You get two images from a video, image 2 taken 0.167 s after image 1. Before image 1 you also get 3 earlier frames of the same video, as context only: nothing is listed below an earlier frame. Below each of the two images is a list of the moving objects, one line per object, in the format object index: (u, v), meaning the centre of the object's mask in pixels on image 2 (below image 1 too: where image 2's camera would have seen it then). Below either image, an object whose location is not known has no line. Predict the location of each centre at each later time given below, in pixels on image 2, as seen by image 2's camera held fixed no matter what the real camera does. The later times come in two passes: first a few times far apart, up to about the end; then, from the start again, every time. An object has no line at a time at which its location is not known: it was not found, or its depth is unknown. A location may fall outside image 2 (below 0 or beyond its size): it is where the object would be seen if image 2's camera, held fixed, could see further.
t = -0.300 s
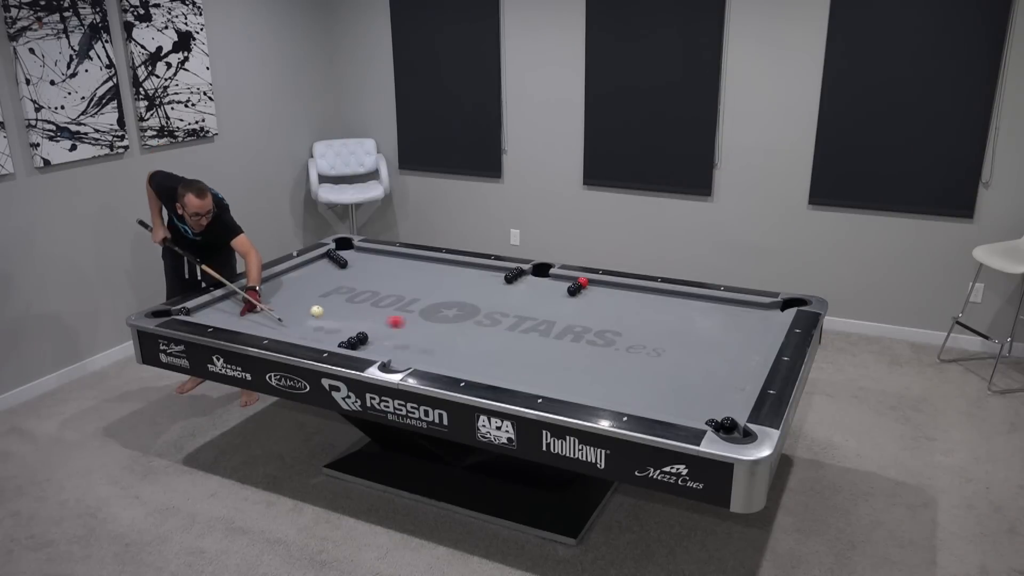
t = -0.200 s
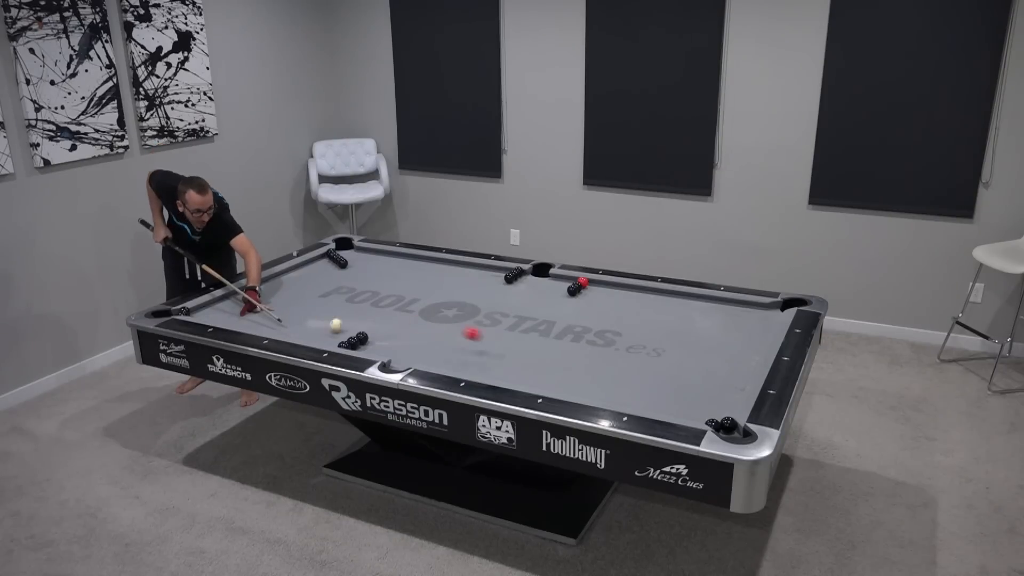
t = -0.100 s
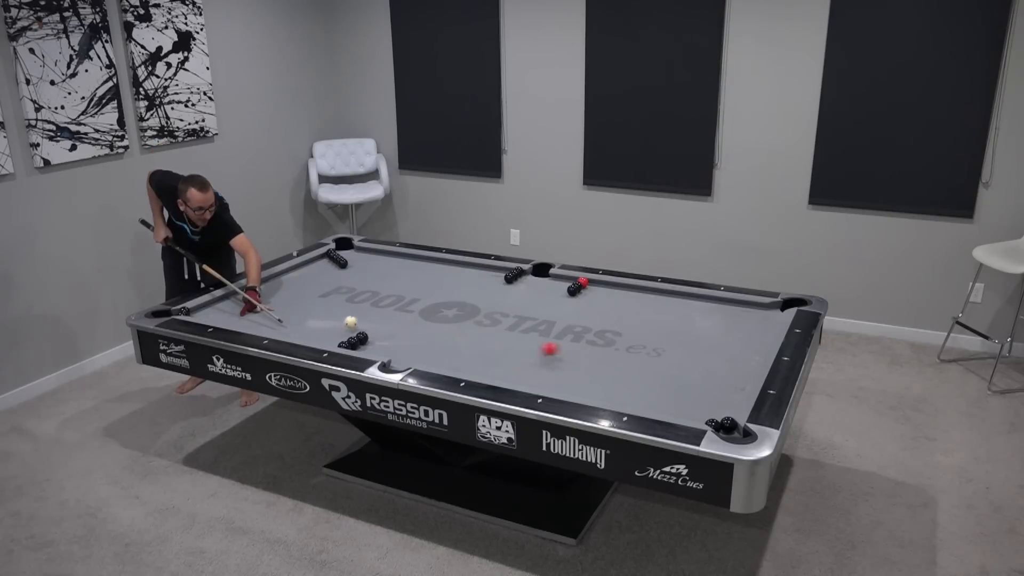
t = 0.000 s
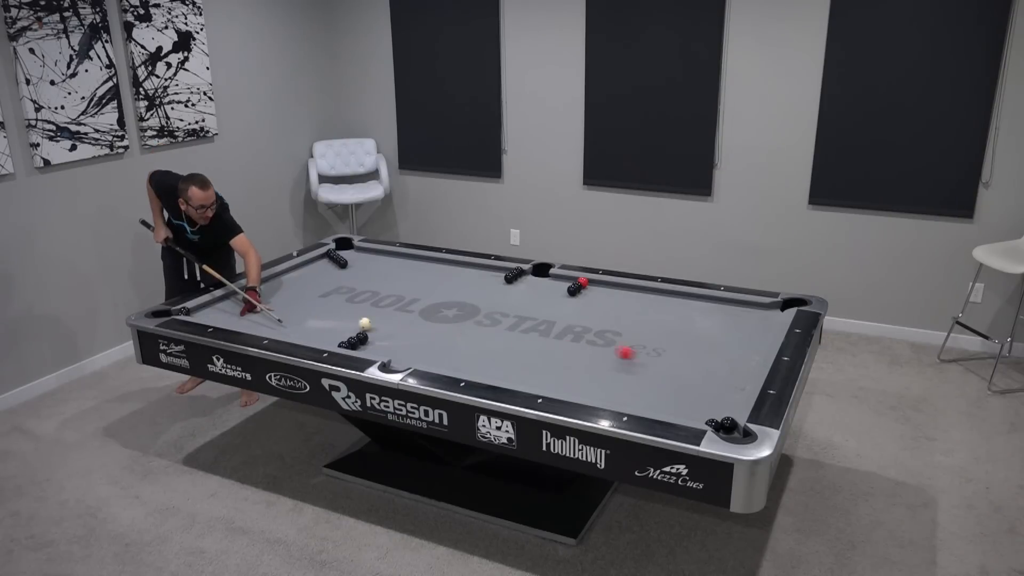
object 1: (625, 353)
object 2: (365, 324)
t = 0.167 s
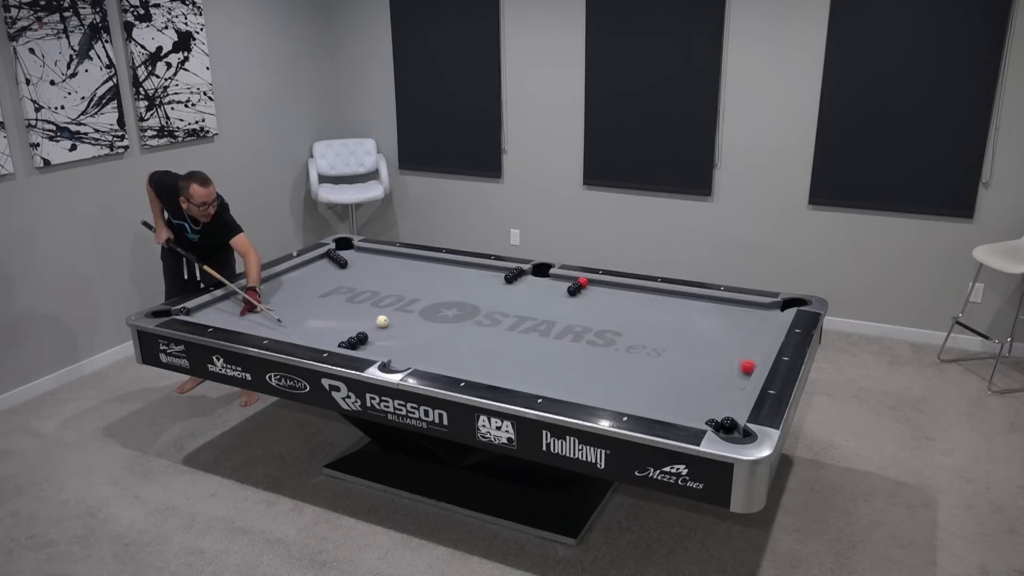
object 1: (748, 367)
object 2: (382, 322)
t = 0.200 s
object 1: (729, 362)
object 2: (385, 321)
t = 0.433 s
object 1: (617, 329)
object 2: (404, 316)
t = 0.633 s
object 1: (551, 309)
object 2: (419, 312)
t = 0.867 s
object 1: (488, 290)
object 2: (436, 307)
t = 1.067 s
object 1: (441, 276)
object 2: (449, 304)
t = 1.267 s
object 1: (399, 264)
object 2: (462, 301)
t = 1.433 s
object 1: (367, 254)
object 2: (472, 298)
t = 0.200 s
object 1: (729, 362)
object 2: (385, 321)
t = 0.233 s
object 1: (710, 357)
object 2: (388, 320)
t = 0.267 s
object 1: (692, 352)
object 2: (391, 319)
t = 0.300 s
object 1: (676, 347)
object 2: (393, 319)
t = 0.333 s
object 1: (660, 342)
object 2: (396, 318)
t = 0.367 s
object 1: (645, 338)
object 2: (399, 317)
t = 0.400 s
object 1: (630, 333)
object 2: (401, 317)
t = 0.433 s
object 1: (617, 329)
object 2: (404, 316)
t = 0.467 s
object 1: (604, 326)
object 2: (407, 315)
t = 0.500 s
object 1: (592, 322)
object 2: (409, 315)
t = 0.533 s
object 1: (581, 319)
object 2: (412, 314)
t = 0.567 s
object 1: (570, 315)
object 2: (415, 313)
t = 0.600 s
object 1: (560, 312)
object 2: (417, 312)
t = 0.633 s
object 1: (551, 309)
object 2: (419, 312)
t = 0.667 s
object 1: (541, 306)
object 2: (422, 311)
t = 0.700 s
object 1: (532, 304)
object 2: (424, 310)
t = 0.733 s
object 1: (522, 301)
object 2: (427, 310)
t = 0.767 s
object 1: (513, 298)
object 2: (429, 309)
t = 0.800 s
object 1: (505, 296)
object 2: (431, 309)
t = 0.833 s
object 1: (496, 293)
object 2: (434, 308)
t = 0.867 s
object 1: (488, 290)
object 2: (436, 307)
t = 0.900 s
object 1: (479, 288)
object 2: (438, 307)
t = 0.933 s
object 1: (471, 285)
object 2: (441, 306)
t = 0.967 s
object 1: (463, 283)
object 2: (443, 305)
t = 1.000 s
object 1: (456, 281)
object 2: (445, 305)
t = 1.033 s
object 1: (448, 278)
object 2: (447, 304)
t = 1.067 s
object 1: (441, 276)
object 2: (449, 304)
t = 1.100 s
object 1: (433, 274)
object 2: (451, 303)
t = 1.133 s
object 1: (426, 272)
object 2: (453, 303)
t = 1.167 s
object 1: (419, 270)
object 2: (456, 302)
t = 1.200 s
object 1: (412, 268)
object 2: (458, 301)
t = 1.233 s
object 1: (405, 266)
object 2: (460, 301)
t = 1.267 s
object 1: (399, 264)
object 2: (462, 301)
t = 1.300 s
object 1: (392, 262)
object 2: (464, 300)
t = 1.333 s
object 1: (386, 260)
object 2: (466, 299)
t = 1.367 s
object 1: (379, 258)
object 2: (468, 299)
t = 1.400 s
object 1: (373, 255)
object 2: (470, 298)
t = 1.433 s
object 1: (367, 254)
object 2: (472, 298)
